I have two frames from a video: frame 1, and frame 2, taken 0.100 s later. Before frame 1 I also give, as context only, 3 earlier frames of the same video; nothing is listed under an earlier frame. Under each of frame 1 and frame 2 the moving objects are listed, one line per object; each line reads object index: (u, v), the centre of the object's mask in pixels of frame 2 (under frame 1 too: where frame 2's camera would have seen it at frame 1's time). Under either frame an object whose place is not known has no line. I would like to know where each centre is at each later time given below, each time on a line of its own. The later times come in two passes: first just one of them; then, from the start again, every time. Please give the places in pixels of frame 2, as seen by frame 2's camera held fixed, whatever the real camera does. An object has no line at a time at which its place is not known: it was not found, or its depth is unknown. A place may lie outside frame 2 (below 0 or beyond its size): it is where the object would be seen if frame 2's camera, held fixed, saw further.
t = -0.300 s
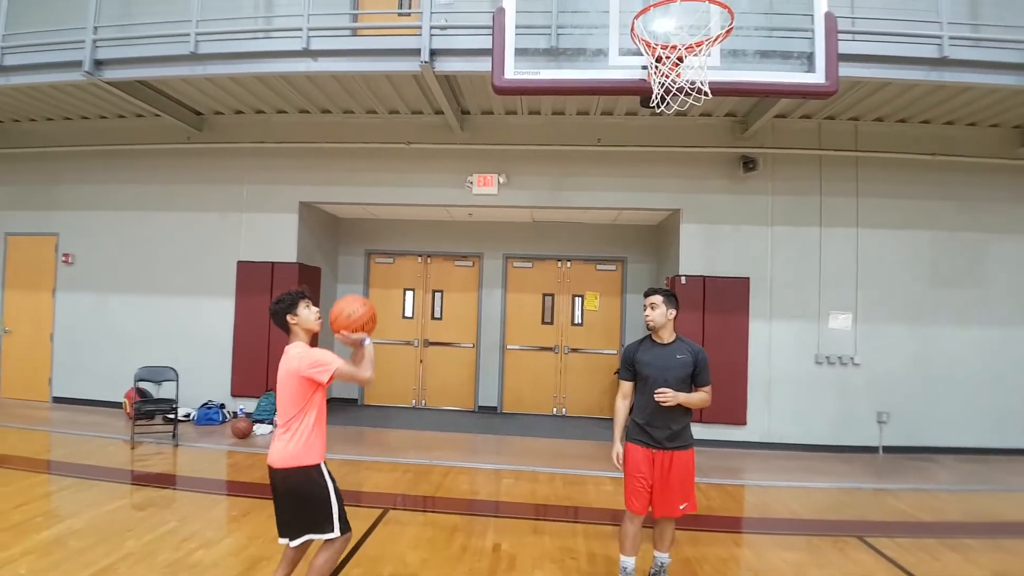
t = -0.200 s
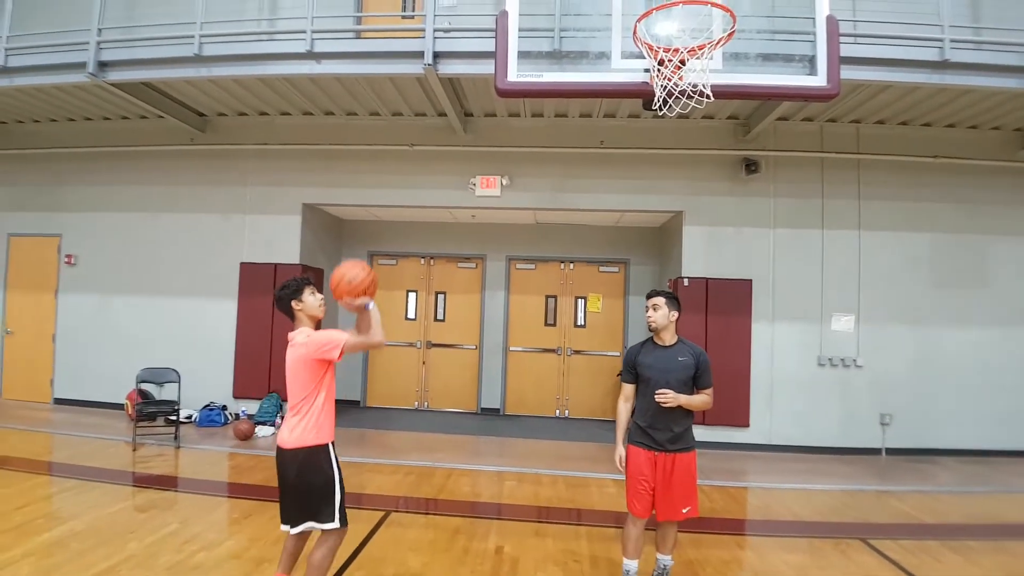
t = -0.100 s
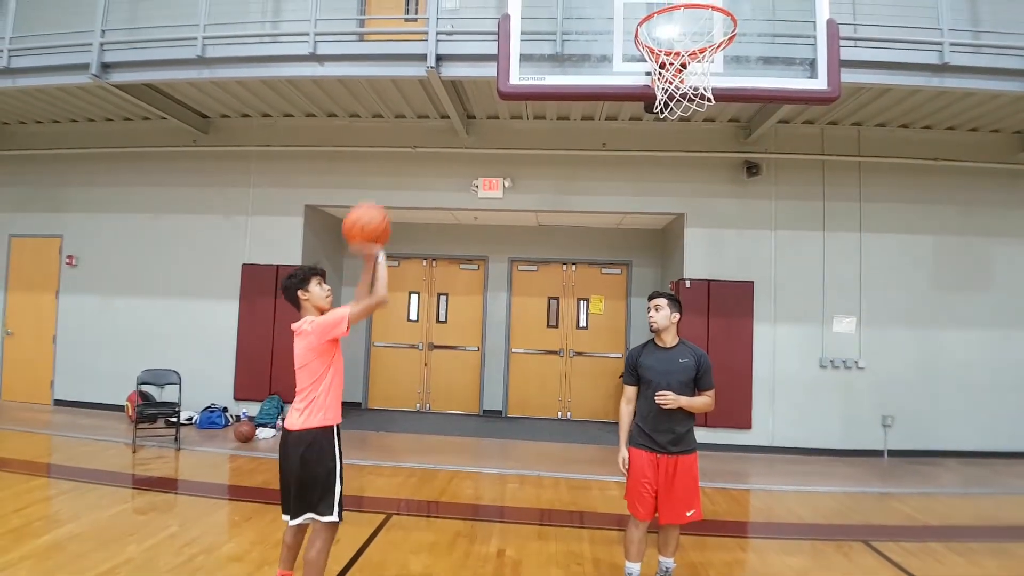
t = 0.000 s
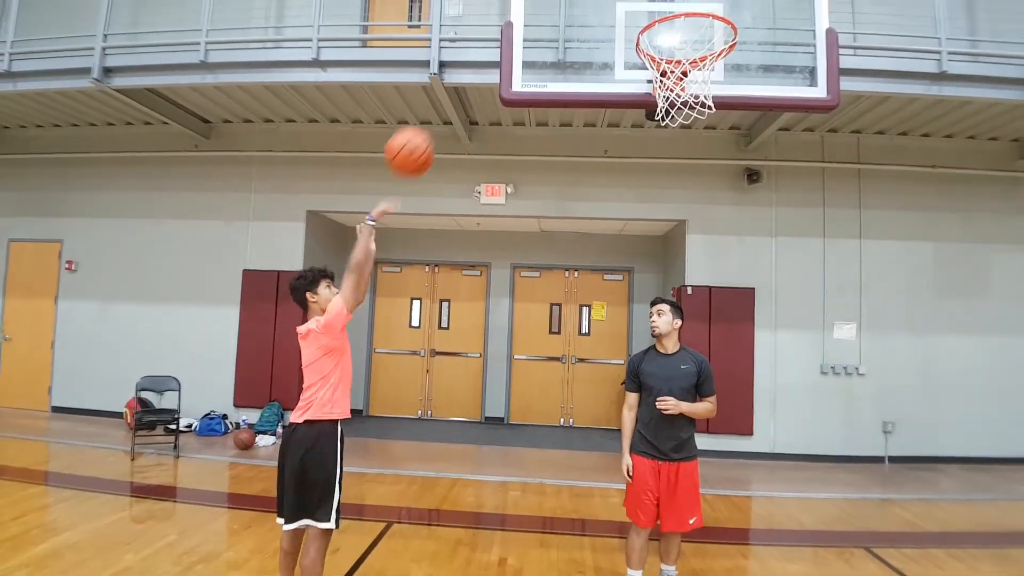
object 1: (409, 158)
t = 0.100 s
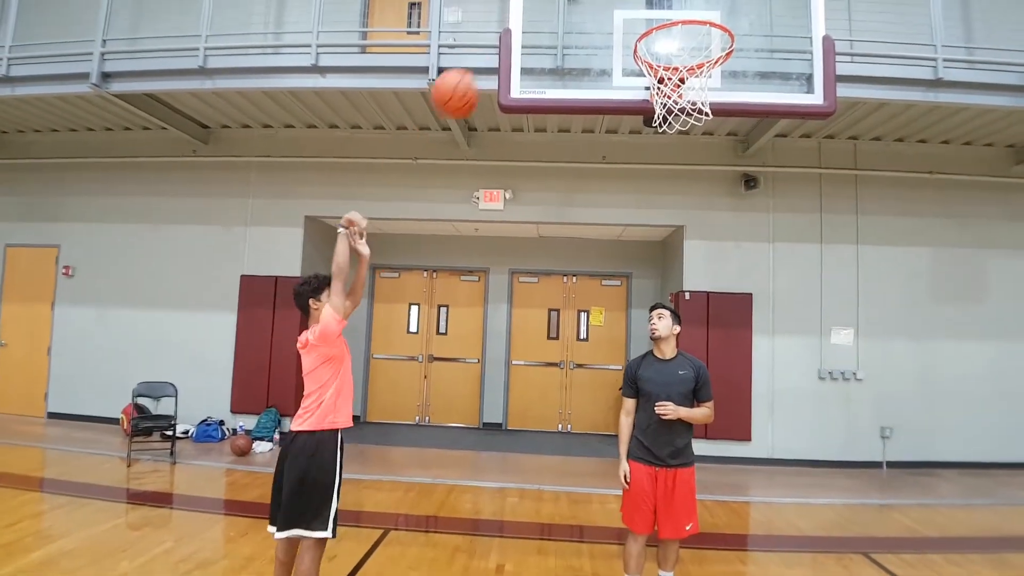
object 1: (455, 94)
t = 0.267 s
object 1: (533, 26)
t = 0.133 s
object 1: (471, 76)
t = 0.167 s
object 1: (486, 60)
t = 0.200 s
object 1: (502, 47)
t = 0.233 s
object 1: (518, 35)
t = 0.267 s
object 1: (533, 26)
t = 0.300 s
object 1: (548, 19)
